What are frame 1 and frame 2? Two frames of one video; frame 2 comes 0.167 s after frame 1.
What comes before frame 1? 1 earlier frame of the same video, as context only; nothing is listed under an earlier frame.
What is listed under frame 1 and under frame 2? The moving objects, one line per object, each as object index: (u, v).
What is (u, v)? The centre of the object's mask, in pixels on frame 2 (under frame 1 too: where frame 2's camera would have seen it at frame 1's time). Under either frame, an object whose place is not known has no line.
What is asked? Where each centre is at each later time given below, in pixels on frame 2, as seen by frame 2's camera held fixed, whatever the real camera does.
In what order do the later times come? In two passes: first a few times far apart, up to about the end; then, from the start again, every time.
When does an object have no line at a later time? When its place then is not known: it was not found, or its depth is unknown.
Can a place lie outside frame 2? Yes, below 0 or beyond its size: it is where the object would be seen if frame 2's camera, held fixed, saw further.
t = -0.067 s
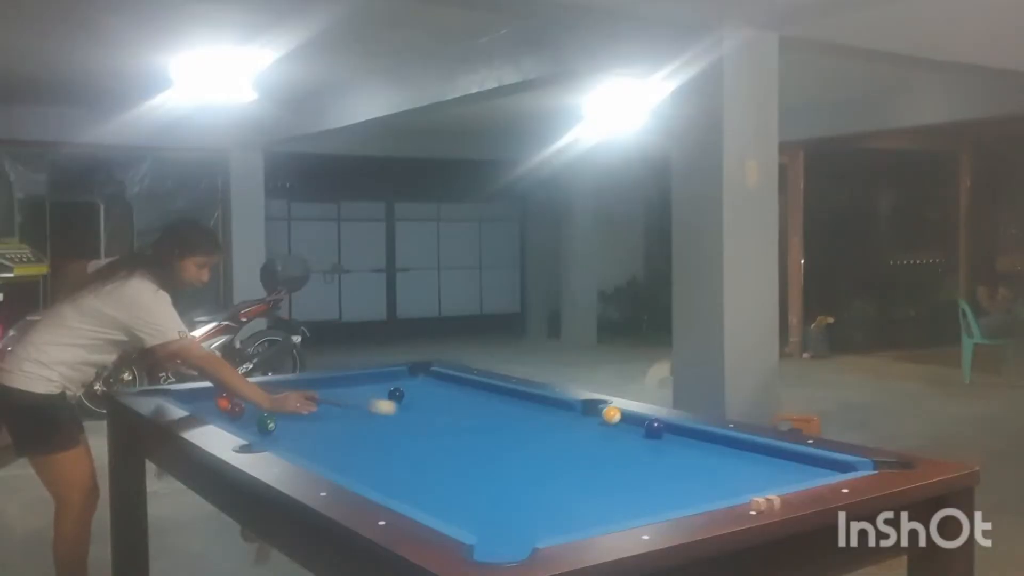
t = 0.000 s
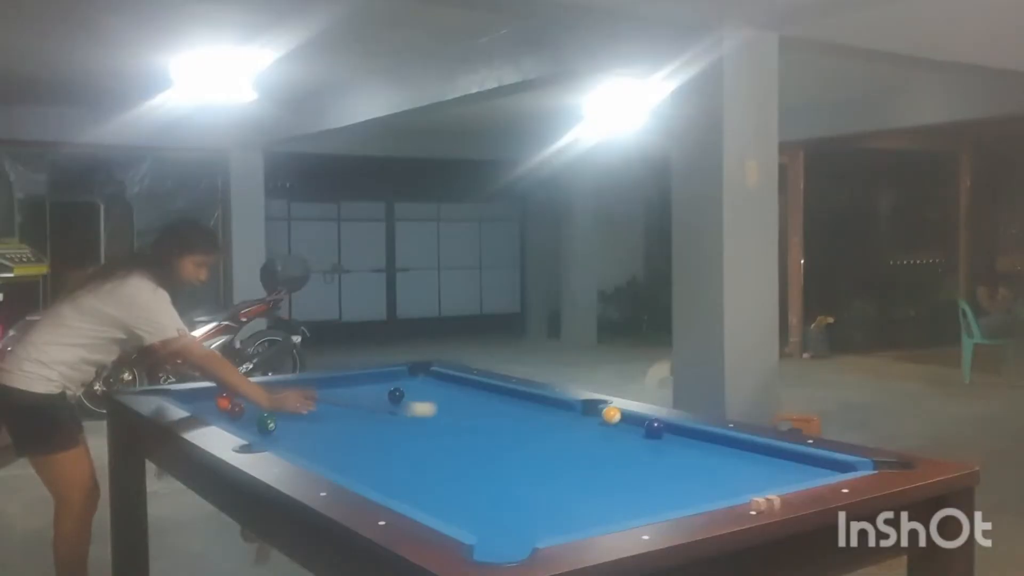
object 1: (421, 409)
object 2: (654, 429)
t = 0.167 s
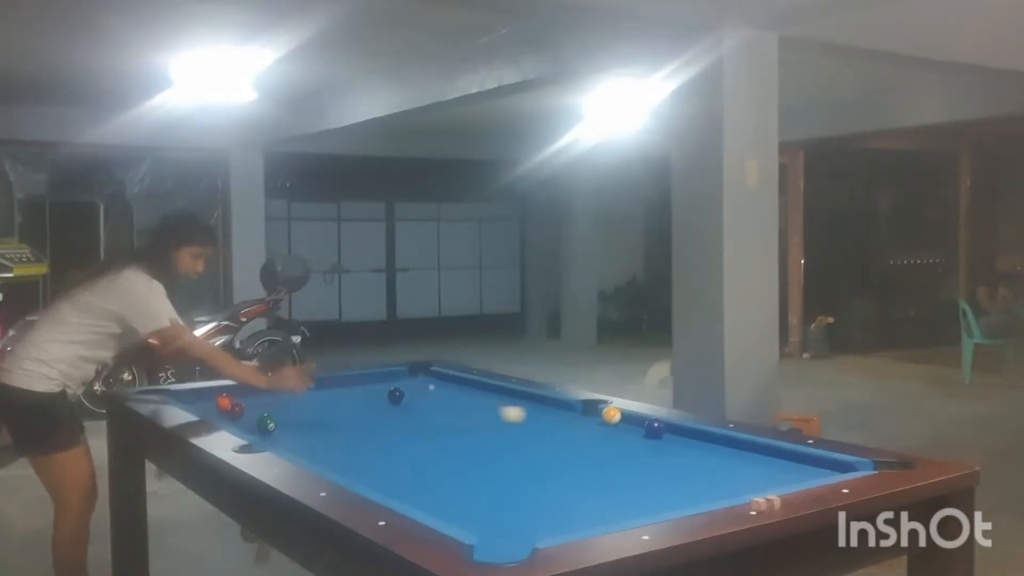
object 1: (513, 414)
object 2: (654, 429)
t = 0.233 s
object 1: (542, 416)
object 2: (654, 429)
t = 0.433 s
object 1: (633, 420)
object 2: (654, 429)
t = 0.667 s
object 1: (631, 427)
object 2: (674, 436)
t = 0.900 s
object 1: (615, 433)
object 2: (700, 445)
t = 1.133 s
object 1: (597, 438)
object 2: (728, 455)
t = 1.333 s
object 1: (581, 442)
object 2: (751, 465)
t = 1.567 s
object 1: (563, 448)
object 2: (778, 474)
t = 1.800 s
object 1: (544, 452)
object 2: (792, 477)
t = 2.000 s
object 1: (529, 456)
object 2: (765, 479)
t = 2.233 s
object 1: (511, 460)
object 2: (736, 475)
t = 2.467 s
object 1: (494, 465)
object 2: (711, 472)
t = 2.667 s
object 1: (481, 467)
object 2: (692, 469)
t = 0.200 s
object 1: (527, 415)
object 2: (654, 429)
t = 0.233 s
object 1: (542, 416)
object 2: (654, 429)
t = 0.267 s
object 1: (557, 416)
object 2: (654, 429)
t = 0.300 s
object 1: (571, 417)
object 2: (654, 429)
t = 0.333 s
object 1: (587, 418)
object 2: (654, 429)
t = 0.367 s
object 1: (599, 419)
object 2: (654, 429)
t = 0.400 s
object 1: (620, 420)
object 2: (654, 429)
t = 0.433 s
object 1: (633, 420)
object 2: (654, 429)
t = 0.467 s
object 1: (642, 419)
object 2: (654, 429)
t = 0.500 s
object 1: (643, 421)
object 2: (654, 429)
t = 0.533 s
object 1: (641, 424)
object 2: (658, 430)
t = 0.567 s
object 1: (638, 424)
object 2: (662, 432)
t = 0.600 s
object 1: (636, 425)
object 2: (665, 433)
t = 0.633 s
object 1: (634, 426)
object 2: (669, 435)
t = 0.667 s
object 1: (631, 427)
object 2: (674, 436)
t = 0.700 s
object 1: (629, 428)
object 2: (679, 439)
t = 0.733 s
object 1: (627, 429)
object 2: (682, 439)
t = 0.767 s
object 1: (625, 429)
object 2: (685, 440)
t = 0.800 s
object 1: (622, 430)
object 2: (689, 442)
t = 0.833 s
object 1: (620, 431)
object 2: (692, 442)
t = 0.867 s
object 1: (617, 432)
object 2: (696, 443)
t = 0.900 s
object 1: (615, 433)
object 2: (700, 445)
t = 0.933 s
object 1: (612, 433)
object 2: (704, 446)
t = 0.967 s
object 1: (610, 434)
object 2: (708, 448)
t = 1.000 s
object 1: (607, 435)
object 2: (712, 449)
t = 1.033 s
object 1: (605, 435)
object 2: (716, 451)
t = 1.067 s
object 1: (602, 436)
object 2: (720, 454)
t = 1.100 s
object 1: (600, 437)
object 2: (723, 455)
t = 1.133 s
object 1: (597, 438)
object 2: (728, 455)
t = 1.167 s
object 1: (595, 438)
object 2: (731, 457)
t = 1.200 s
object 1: (592, 439)
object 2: (735, 459)
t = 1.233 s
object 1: (589, 440)
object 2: (738, 460)
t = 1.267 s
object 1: (587, 441)
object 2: (742, 461)
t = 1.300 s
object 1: (584, 442)
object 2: (746, 463)
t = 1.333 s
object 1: (581, 442)
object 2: (751, 465)
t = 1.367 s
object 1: (579, 443)
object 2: (754, 466)
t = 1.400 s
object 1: (576, 444)
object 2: (758, 468)
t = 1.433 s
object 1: (574, 444)
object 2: (762, 469)
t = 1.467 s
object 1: (571, 445)
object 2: (766, 471)
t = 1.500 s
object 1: (568, 446)
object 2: (770, 472)
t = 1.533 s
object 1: (566, 447)
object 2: (774, 473)
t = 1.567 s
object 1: (563, 448)
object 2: (778, 474)
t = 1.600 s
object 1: (561, 448)
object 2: (781, 475)
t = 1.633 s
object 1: (558, 449)
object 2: (785, 476)
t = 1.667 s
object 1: (555, 450)
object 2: (788, 476)
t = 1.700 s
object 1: (553, 450)
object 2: (791, 477)
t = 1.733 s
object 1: (550, 451)
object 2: (794, 477)
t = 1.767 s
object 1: (547, 452)
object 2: (794, 477)
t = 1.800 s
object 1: (544, 452)
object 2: (792, 477)
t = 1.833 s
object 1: (542, 453)
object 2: (787, 477)
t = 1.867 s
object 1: (539, 454)
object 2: (782, 477)
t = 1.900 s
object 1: (536, 454)
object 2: (778, 478)
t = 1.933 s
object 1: (534, 455)
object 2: (774, 478)
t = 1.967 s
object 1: (531, 455)
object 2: (768, 480)
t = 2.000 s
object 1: (529, 456)
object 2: (765, 479)
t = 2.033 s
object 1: (526, 457)
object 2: (761, 478)
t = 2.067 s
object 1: (524, 457)
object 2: (756, 478)
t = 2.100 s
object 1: (521, 458)
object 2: (753, 477)
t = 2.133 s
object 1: (519, 458)
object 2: (748, 477)
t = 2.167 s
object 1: (516, 459)
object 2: (744, 476)
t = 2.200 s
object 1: (513, 460)
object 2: (741, 476)
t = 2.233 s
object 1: (511, 460)
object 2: (736, 475)
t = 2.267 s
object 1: (508, 461)
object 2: (732, 475)
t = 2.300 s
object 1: (506, 461)
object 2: (729, 474)
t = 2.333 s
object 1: (503, 462)
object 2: (725, 474)
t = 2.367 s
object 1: (501, 463)
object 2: (721, 473)
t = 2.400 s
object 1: (498, 464)
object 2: (718, 473)
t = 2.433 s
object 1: (496, 464)
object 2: (714, 472)
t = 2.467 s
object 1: (494, 465)
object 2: (711, 472)
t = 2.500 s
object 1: (492, 465)
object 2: (708, 471)
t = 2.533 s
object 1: (489, 466)
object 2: (704, 471)
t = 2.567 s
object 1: (487, 466)
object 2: (701, 470)
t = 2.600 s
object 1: (485, 466)
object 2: (698, 470)
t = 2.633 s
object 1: (483, 467)
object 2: (695, 469)
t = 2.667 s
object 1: (481, 467)
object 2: (692, 469)
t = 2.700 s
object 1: (479, 468)
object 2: (689, 468)
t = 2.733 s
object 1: (477, 468)
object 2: (685, 468)
